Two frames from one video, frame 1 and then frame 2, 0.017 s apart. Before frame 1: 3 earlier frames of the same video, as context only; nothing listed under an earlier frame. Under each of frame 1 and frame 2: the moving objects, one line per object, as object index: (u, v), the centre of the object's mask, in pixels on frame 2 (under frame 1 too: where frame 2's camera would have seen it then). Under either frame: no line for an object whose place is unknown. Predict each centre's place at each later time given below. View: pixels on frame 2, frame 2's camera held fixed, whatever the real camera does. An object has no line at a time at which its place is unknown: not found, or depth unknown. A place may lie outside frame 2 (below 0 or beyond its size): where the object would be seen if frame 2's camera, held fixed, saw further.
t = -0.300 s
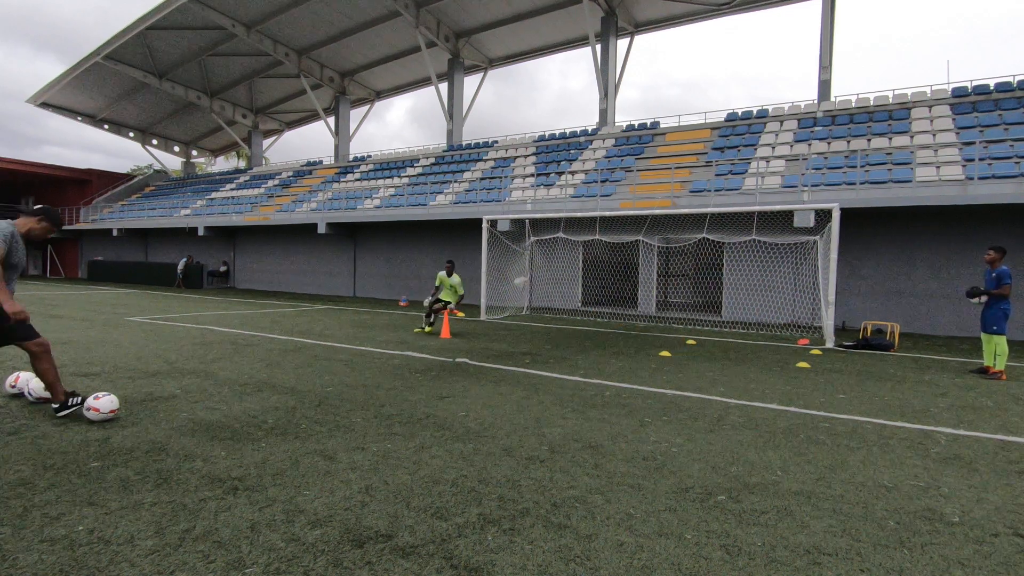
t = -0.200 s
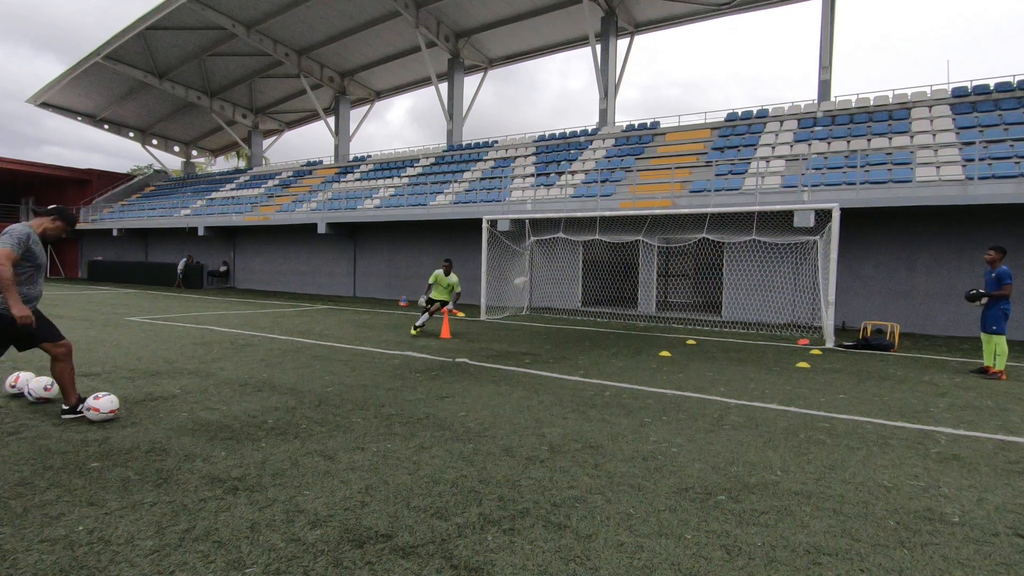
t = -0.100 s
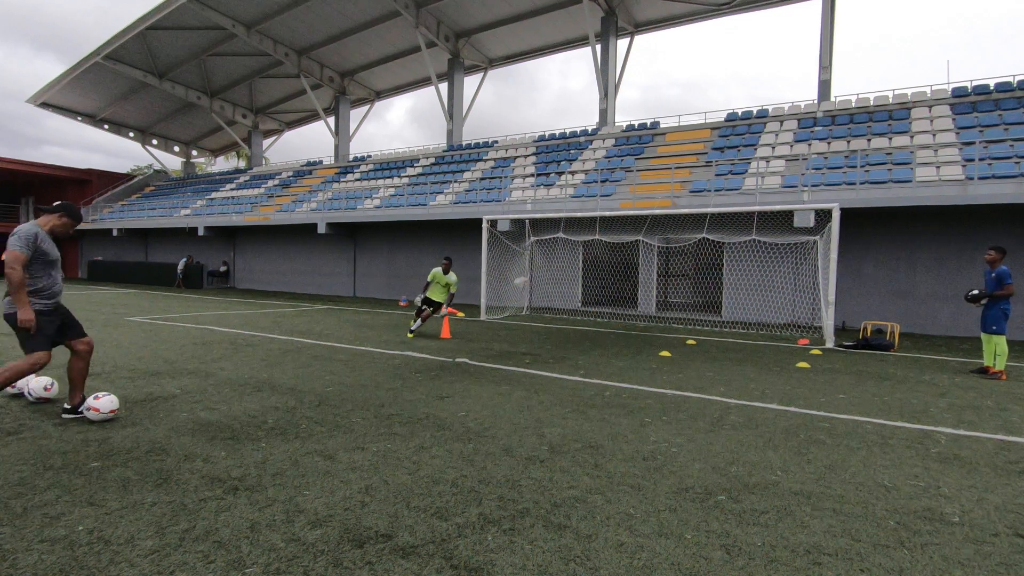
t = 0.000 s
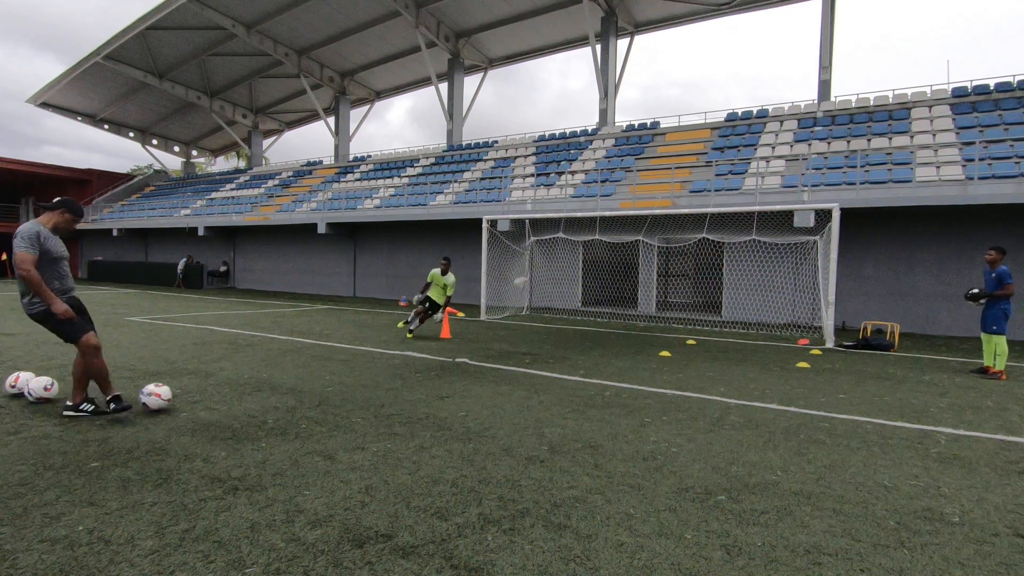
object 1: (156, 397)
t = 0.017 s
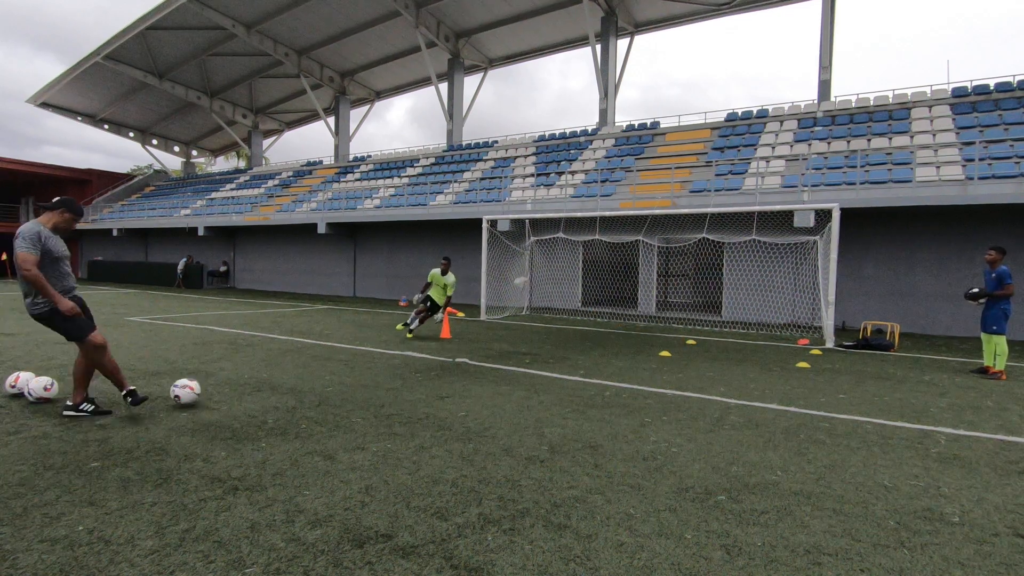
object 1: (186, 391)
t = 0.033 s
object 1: (212, 387)
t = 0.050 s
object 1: (238, 383)
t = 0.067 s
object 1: (262, 380)
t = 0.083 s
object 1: (284, 377)
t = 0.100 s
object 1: (304, 375)
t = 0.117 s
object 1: (323, 373)
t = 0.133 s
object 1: (341, 371)
